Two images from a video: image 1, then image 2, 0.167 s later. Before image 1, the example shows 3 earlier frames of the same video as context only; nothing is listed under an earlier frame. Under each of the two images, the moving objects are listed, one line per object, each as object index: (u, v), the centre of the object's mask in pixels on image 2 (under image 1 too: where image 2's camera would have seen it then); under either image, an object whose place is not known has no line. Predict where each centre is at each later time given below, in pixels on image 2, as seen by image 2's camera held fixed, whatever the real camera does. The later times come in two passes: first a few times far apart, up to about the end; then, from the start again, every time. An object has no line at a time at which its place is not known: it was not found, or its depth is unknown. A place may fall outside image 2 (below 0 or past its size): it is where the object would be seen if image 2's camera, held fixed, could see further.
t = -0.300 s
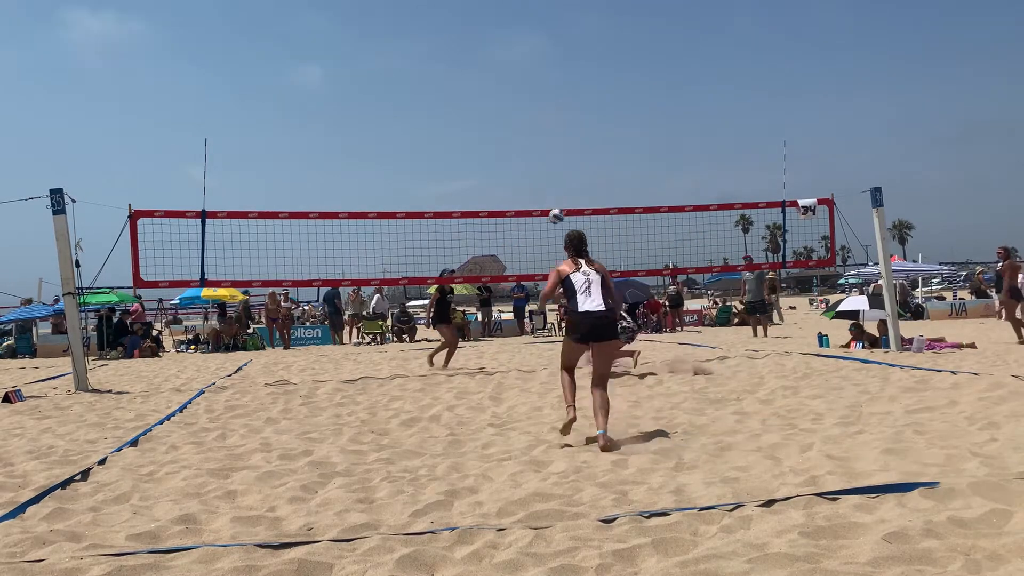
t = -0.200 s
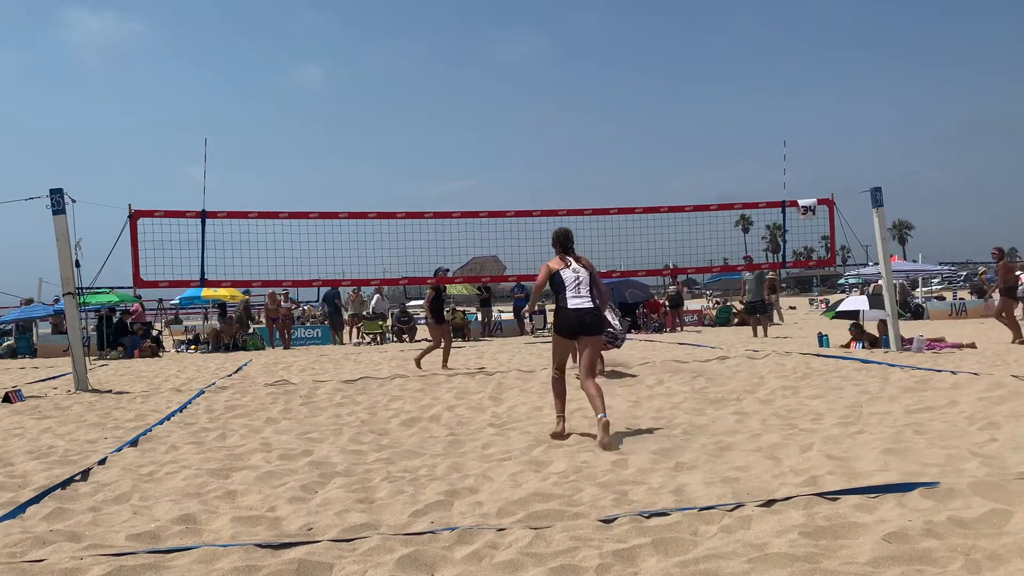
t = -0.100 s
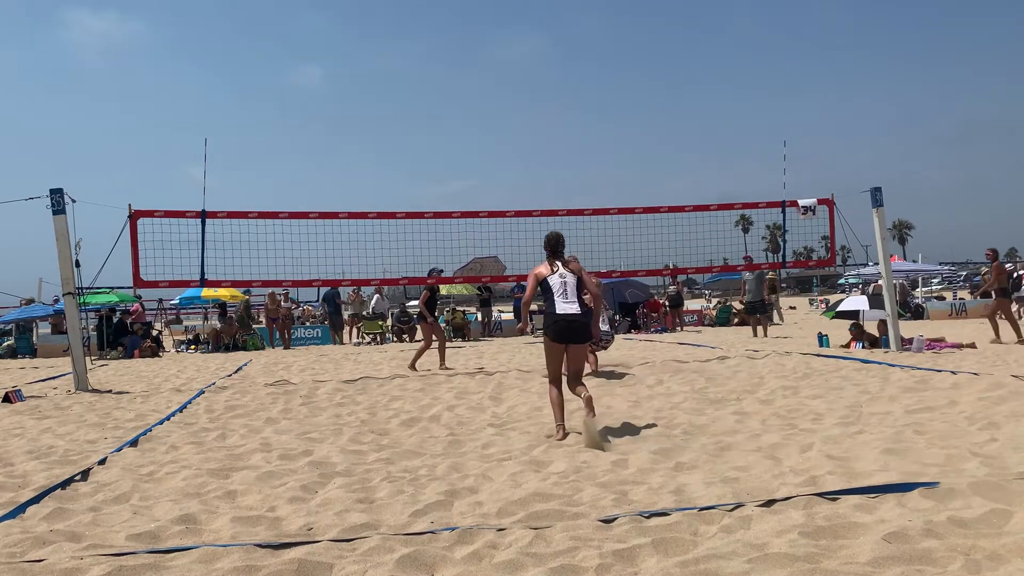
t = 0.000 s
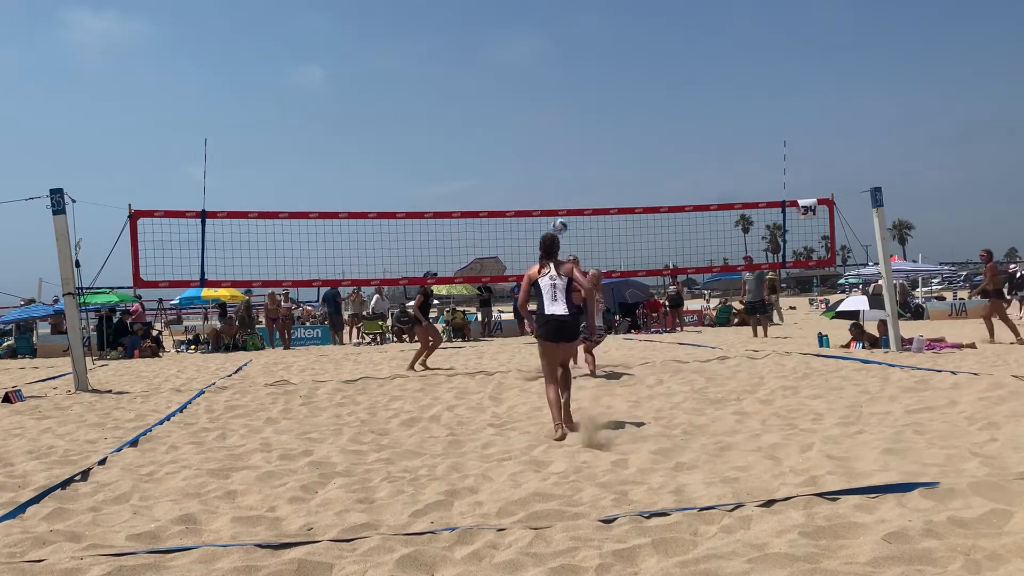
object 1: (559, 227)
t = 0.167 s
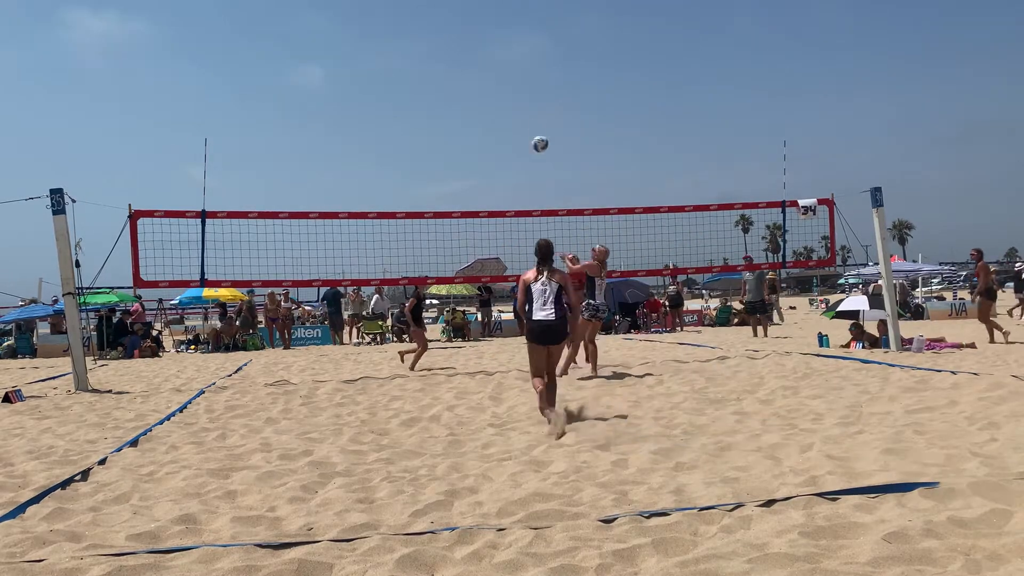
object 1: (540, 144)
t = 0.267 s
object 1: (530, 104)
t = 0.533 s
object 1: (510, 35)
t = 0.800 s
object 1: (497, 23)
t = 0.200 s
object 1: (537, 129)
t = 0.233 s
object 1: (533, 116)
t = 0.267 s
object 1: (530, 104)
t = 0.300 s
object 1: (528, 92)
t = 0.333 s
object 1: (525, 81)
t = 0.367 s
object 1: (522, 71)
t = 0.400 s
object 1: (520, 62)
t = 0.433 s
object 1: (517, 54)
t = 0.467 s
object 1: (515, 46)
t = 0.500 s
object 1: (512, 40)
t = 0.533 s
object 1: (510, 35)
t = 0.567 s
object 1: (508, 30)
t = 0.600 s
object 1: (506, 26)
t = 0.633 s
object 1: (504, 24)
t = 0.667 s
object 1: (503, 21)
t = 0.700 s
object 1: (501, 21)
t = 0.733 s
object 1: (499, 21)
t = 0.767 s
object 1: (498, 22)
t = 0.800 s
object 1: (497, 23)
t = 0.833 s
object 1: (496, 26)
